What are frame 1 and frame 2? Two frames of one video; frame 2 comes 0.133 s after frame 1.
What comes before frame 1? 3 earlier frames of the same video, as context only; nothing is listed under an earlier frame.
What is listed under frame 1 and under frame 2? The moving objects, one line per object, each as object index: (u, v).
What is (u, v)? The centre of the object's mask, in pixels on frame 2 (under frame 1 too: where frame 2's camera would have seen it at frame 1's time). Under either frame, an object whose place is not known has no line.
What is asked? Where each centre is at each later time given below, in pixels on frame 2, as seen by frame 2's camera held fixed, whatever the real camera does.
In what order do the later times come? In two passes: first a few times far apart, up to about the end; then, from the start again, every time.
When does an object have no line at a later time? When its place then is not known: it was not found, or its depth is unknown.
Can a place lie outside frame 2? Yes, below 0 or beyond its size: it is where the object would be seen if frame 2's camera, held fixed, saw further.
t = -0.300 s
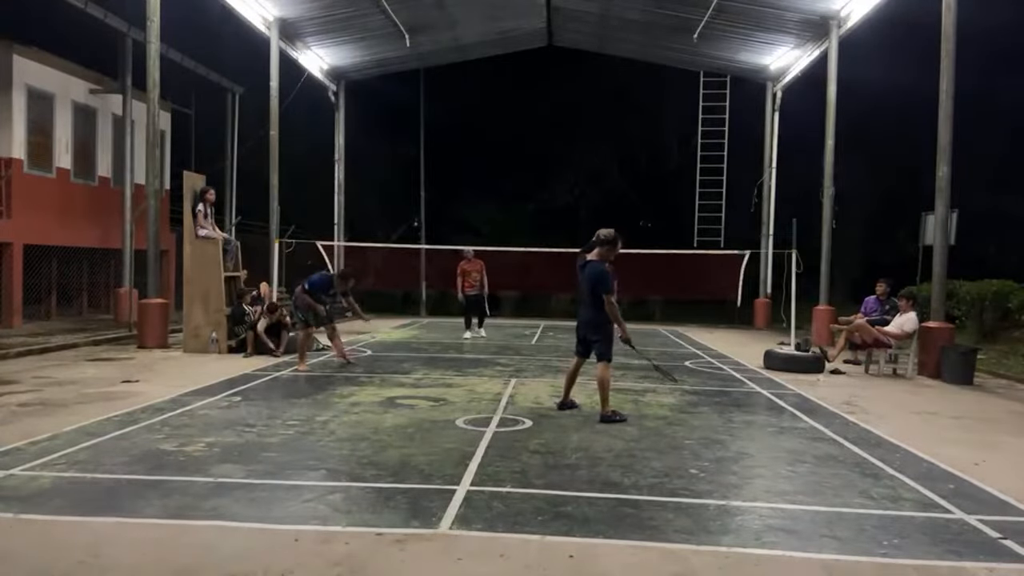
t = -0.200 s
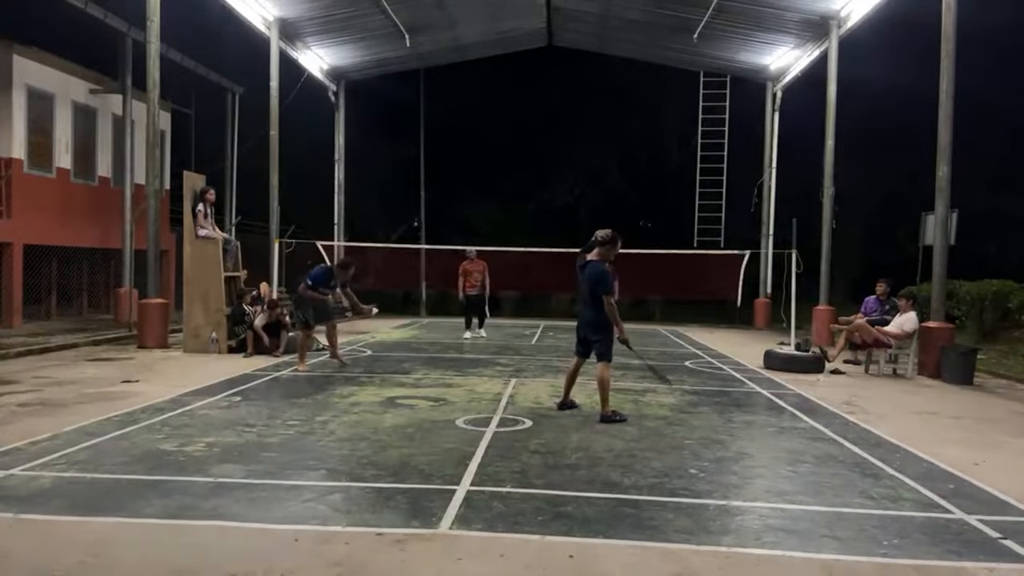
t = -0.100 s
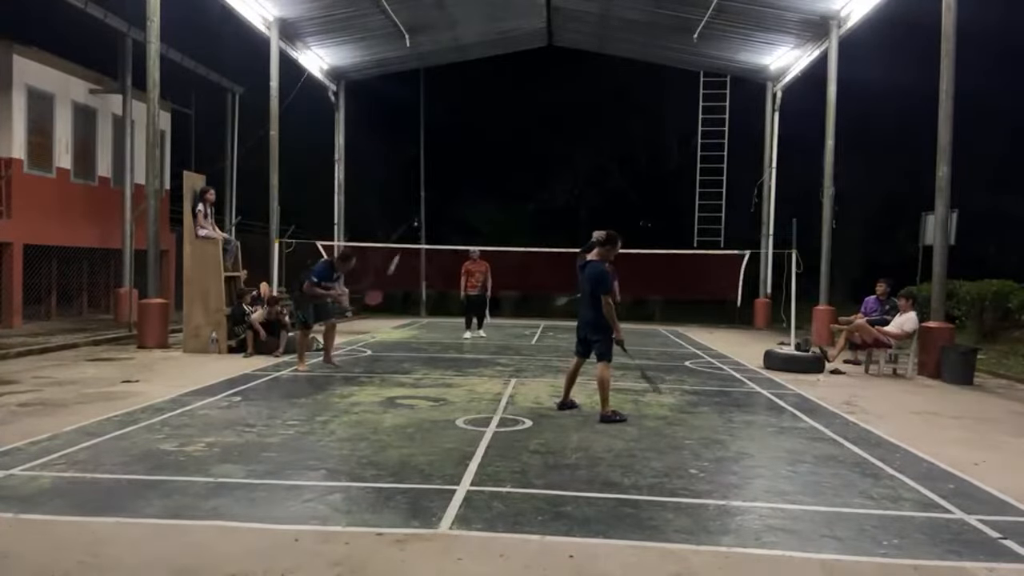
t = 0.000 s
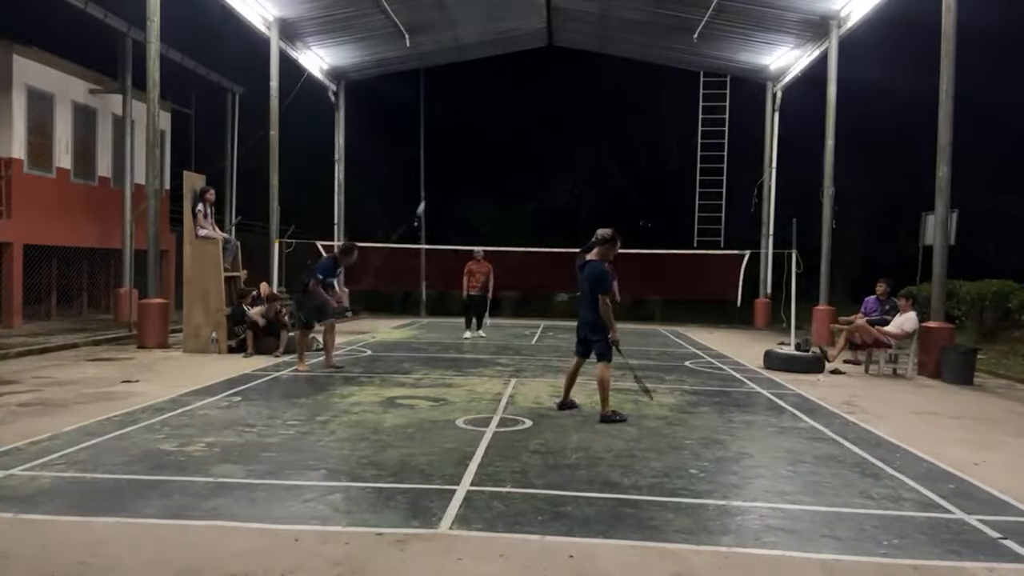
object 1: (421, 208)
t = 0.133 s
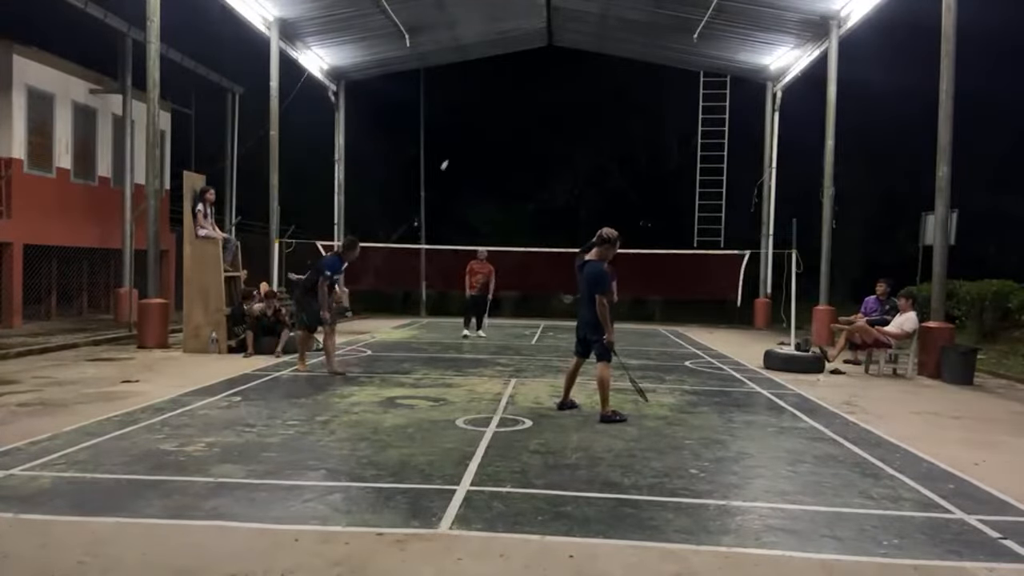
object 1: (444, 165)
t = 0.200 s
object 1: (454, 153)
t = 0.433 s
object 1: (479, 139)
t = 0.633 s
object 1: (496, 154)
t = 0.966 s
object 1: (515, 217)
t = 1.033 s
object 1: (518, 233)
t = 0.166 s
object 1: (449, 158)
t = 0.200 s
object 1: (454, 153)
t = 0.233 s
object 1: (458, 148)
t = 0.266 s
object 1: (461, 145)
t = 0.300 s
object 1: (466, 142)
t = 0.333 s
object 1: (469, 140)
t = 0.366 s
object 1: (473, 139)
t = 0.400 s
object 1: (476, 138)
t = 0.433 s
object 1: (479, 139)
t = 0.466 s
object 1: (482, 140)
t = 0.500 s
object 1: (485, 141)
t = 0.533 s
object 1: (488, 144)
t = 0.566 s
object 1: (491, 147)
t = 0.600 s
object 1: (493, 150)
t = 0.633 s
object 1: (496, 154)
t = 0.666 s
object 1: (498, 159)
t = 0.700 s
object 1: (500, 164)
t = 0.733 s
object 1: (503, 169)
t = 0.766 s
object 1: (505, 175)
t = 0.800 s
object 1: (507, 181)
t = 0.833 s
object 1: (509, 187)
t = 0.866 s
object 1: (510, 195)
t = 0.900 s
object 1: (512, 202)
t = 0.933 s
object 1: (514, 209)
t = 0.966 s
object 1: (515, 217)
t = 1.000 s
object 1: (517, 225)
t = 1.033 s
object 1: (518, 233)
